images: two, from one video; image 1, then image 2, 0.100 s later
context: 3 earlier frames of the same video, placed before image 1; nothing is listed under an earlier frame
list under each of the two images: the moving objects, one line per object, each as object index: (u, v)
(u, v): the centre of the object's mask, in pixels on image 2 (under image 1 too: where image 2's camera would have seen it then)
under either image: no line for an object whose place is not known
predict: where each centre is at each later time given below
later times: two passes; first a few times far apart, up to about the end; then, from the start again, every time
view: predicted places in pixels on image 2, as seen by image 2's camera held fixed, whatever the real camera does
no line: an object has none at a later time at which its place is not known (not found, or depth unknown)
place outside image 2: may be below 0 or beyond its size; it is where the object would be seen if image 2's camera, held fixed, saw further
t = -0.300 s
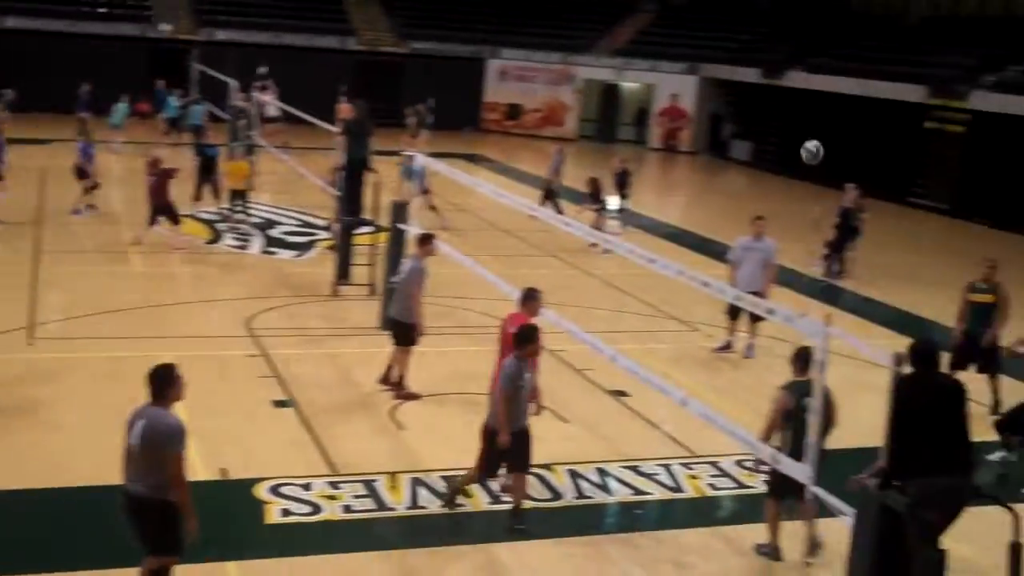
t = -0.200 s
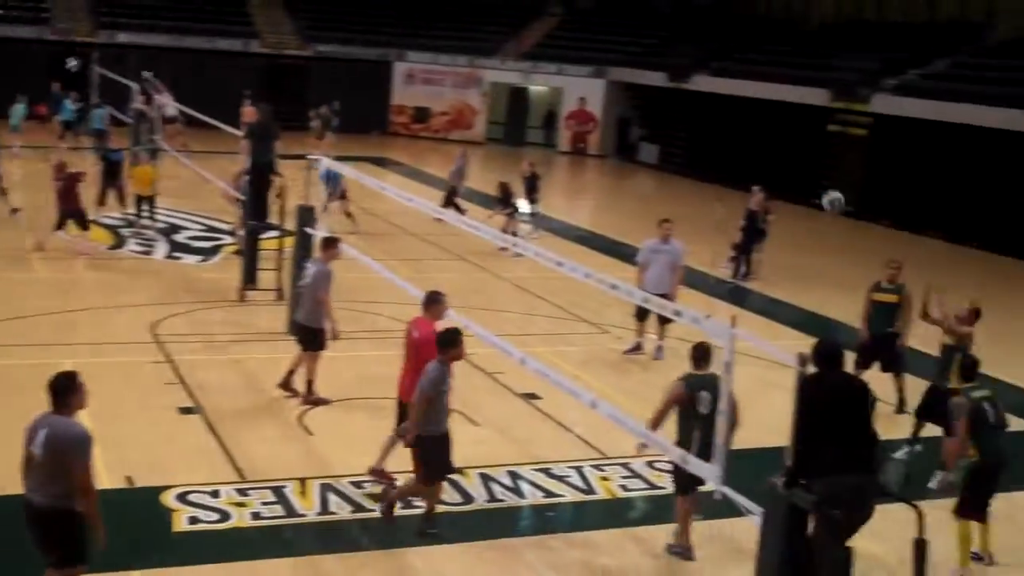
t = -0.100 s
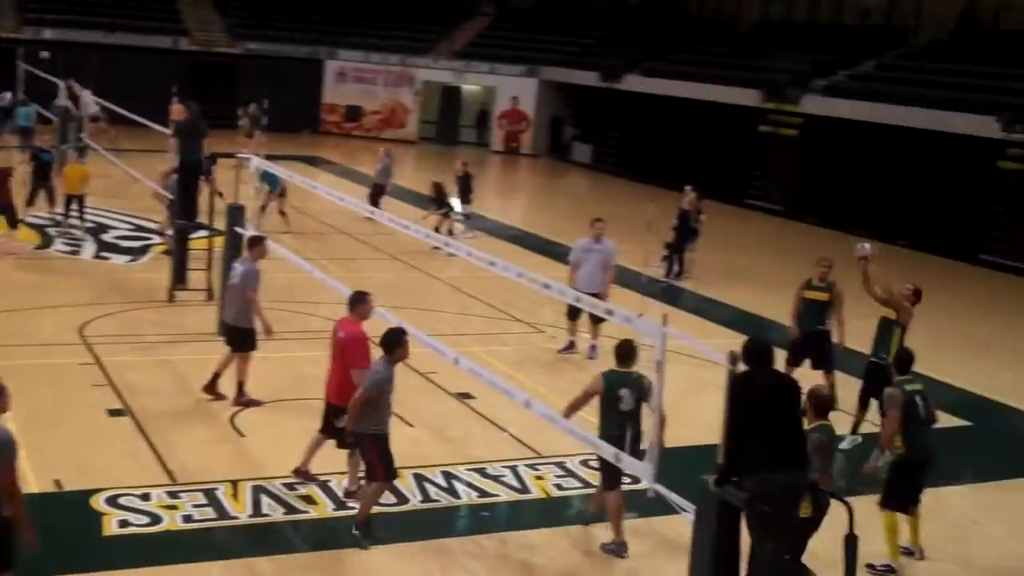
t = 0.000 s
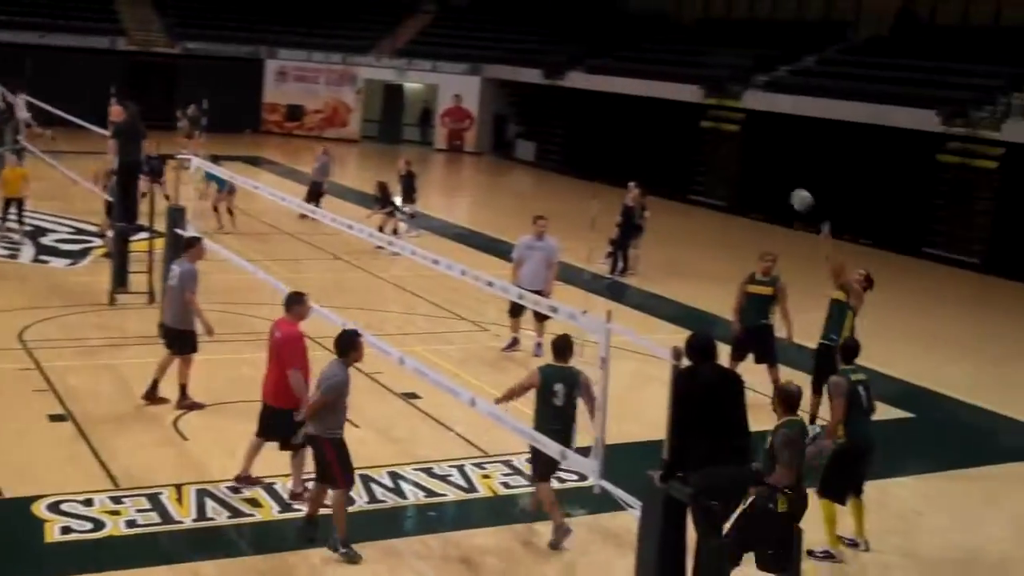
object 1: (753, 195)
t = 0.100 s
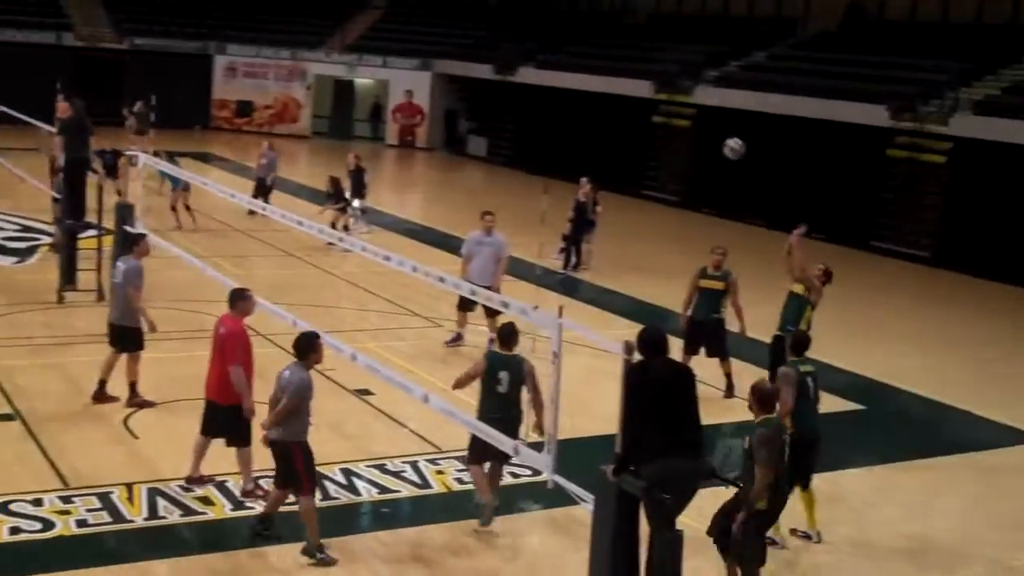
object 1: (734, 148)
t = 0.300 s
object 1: (687, 81)
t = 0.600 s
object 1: (618, 56)
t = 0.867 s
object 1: (547, 112)
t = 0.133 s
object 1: (727, 135)
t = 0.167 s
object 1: (719, 122)
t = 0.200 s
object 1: (712, 110)
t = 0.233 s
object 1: (703, 99)
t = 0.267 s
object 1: (695, 87)
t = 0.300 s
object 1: (687, 81)
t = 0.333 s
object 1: (681, 74)
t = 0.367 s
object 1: (673, 68)
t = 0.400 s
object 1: (666, 63)
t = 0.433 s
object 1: (658, 59)
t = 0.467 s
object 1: (650, 56)
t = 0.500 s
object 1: (642, 55)
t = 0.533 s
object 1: (634, 54)
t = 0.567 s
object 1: (625, 55)
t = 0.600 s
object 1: (618, 56)
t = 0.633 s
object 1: (610, 60)
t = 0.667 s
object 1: (601, 63)
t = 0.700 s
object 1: (593, 68)
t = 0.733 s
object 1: (584, 73)
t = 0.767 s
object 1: (577, 84)
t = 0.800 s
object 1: (565, 92)
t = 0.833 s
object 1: (557, 102)
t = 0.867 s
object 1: (547, 112)
